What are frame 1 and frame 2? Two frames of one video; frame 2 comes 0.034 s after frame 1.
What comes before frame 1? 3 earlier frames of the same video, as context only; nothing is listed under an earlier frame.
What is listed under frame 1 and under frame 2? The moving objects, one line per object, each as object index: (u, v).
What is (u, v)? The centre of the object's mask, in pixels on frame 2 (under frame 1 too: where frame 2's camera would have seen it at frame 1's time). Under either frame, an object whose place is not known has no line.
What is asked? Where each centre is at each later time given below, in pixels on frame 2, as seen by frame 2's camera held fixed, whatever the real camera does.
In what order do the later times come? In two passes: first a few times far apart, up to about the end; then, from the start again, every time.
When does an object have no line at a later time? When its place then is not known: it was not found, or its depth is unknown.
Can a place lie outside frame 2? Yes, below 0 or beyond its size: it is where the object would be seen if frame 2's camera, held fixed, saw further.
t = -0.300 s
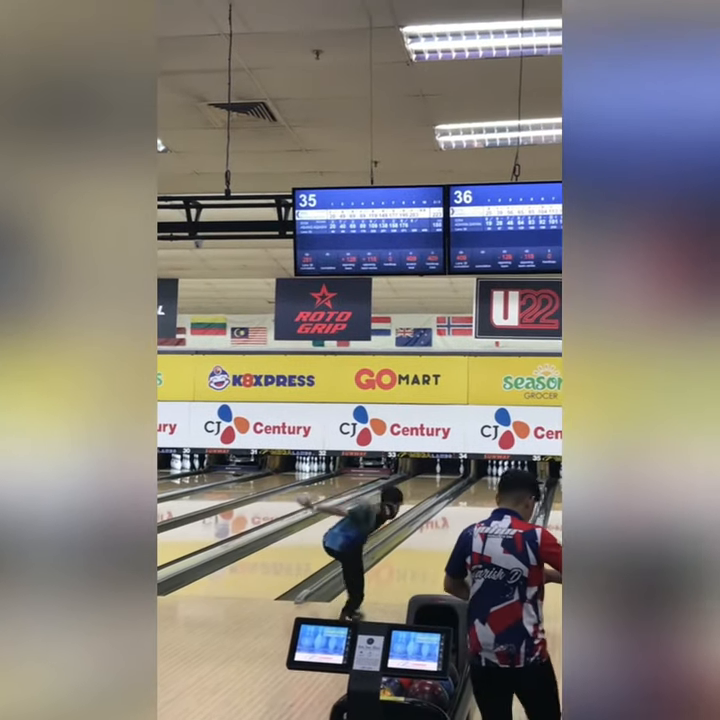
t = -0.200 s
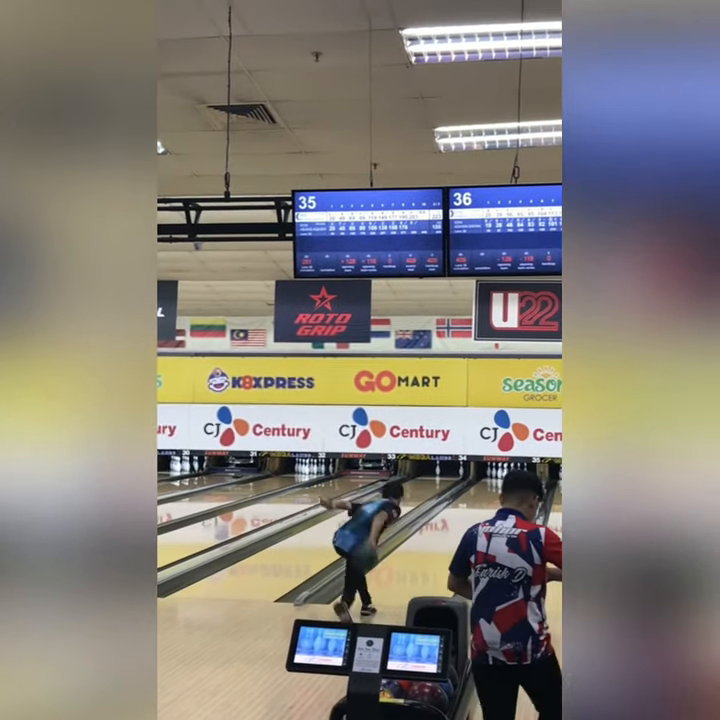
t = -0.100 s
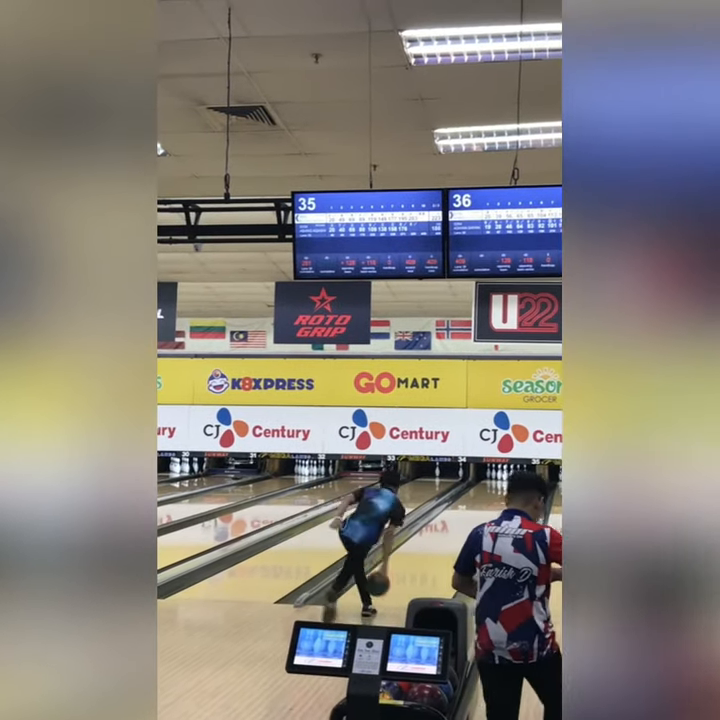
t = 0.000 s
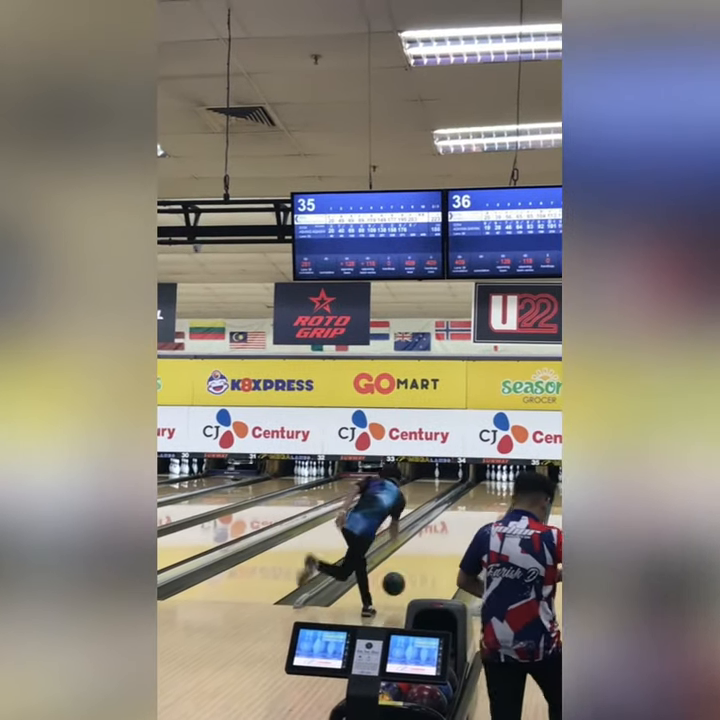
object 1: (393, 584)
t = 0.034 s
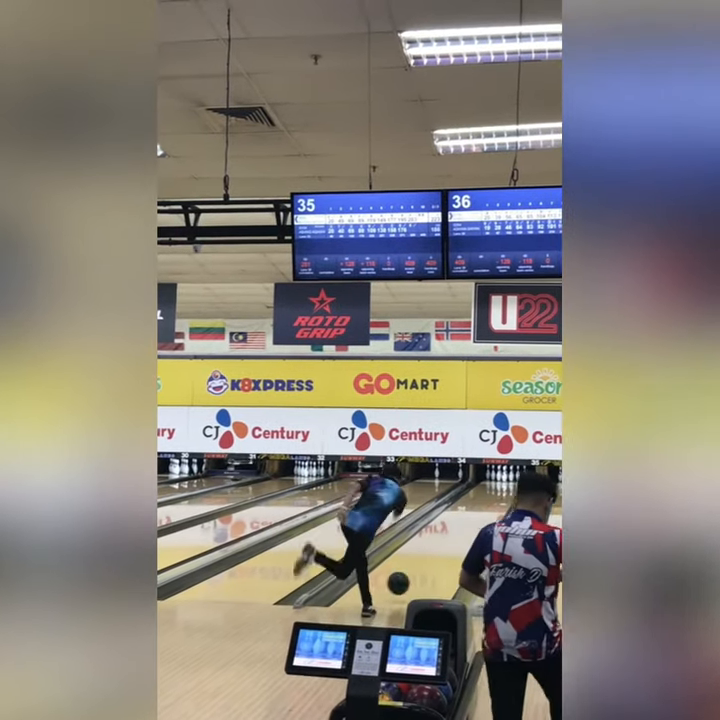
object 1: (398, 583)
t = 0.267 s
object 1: (425, 564)
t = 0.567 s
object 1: (451, 540)
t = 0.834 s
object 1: (467, 524)
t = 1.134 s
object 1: (481, 510)
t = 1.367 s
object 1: (489, 502)
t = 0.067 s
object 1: (402, 583)
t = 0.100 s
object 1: (407, 581)
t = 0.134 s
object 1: (411, 577)
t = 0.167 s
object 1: (415, 574)
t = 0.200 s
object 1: (419, 571)
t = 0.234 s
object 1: (422, 567)
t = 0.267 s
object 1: (425, 564)
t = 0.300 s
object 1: (429, 561)
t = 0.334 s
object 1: (432, 558)
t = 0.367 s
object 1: (435, 555)
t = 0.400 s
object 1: (438, 552)
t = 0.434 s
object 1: (441, 550)
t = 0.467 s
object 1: (443, 547)
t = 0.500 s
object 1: (446, 544)
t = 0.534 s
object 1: (448, 542)
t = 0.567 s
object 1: (451, 540)
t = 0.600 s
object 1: (453, 537)
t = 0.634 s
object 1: (455, 536)
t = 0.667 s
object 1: (457, 533)
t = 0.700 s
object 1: (459, 531)
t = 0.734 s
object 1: (461, 529)
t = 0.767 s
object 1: (463, 527)
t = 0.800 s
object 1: (465, 526)
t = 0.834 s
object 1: (467, 524)
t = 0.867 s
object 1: (469, 522)
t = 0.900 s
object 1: (470, 520)
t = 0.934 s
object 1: (472, 519)
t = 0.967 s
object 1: (474, 517)
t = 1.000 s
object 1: (475, 516)
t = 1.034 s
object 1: (477, 514)
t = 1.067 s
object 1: (478, 513)
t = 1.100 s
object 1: (480, 512)
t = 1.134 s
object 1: (481, 510)
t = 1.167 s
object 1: (482, 509)
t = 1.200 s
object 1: (484, 507)
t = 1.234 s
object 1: (485, 506)
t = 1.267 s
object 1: (486, 505)
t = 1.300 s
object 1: (487, 504)
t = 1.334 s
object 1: (488, 503)
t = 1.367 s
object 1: (489, 502)
